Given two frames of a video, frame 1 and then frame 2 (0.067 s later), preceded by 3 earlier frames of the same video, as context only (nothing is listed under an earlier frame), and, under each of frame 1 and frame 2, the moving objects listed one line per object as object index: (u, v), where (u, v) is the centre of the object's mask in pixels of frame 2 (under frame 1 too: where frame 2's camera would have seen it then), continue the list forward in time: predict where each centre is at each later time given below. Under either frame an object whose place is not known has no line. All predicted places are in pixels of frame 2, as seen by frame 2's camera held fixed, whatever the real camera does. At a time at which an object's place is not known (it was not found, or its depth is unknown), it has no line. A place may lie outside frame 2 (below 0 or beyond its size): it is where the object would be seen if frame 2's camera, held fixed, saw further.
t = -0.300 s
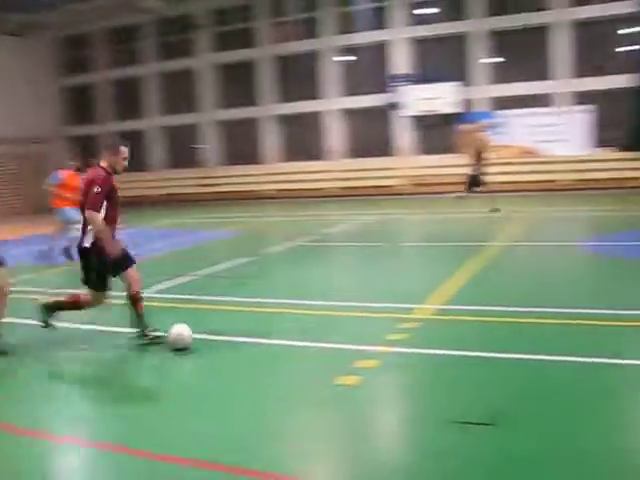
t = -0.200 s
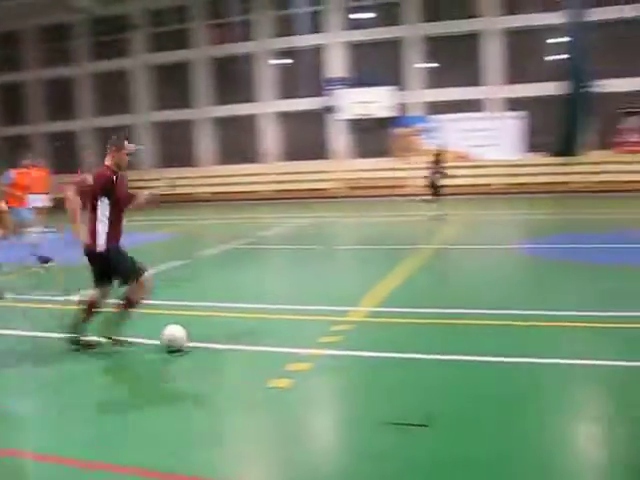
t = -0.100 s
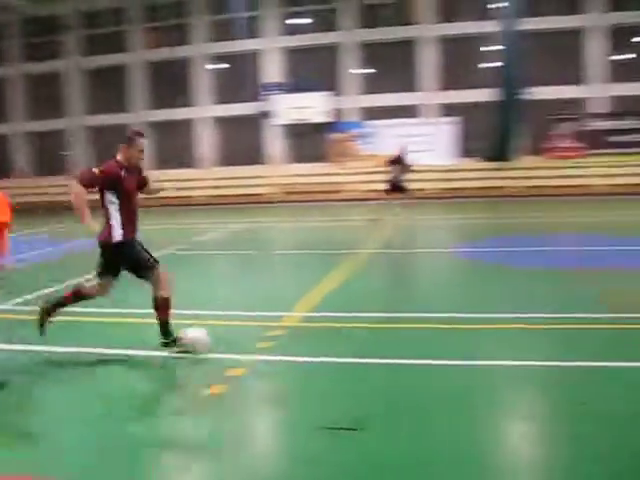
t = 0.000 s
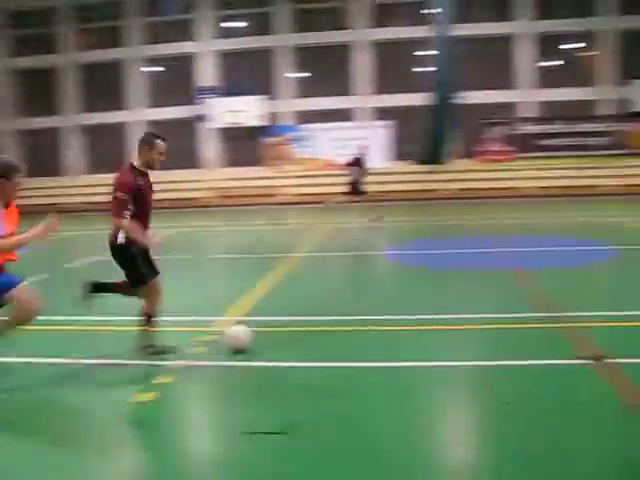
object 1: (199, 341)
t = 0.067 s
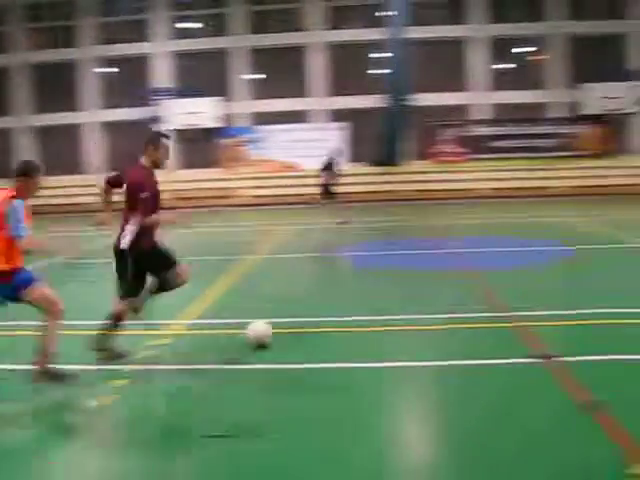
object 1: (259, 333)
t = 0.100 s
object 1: (292, 330)
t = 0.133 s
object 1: (323, 326)
